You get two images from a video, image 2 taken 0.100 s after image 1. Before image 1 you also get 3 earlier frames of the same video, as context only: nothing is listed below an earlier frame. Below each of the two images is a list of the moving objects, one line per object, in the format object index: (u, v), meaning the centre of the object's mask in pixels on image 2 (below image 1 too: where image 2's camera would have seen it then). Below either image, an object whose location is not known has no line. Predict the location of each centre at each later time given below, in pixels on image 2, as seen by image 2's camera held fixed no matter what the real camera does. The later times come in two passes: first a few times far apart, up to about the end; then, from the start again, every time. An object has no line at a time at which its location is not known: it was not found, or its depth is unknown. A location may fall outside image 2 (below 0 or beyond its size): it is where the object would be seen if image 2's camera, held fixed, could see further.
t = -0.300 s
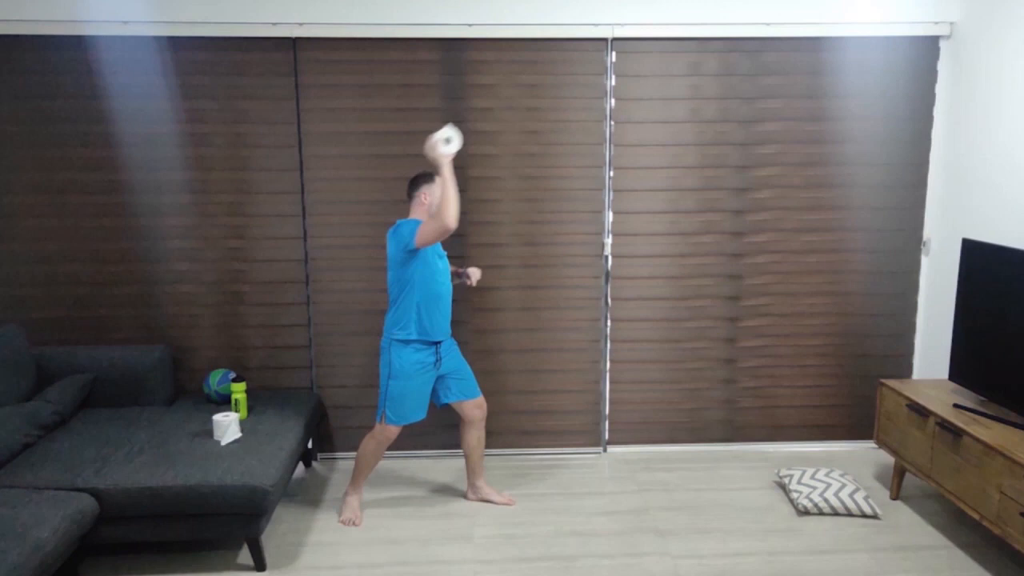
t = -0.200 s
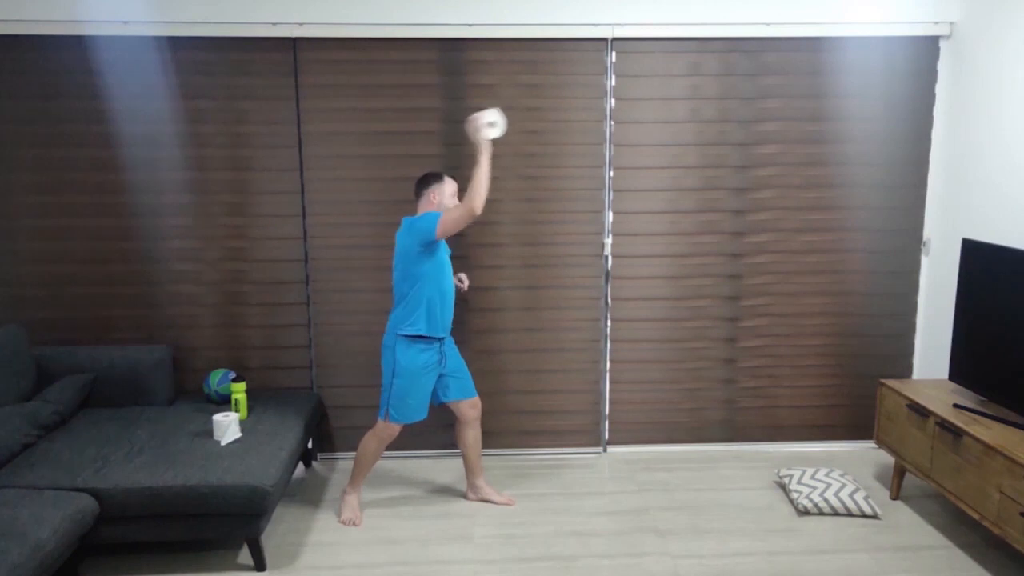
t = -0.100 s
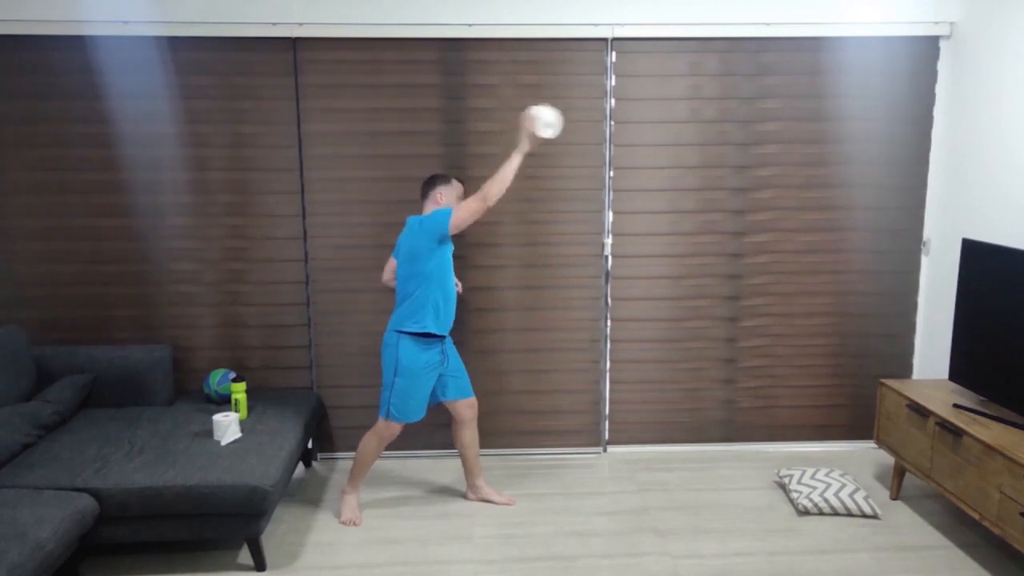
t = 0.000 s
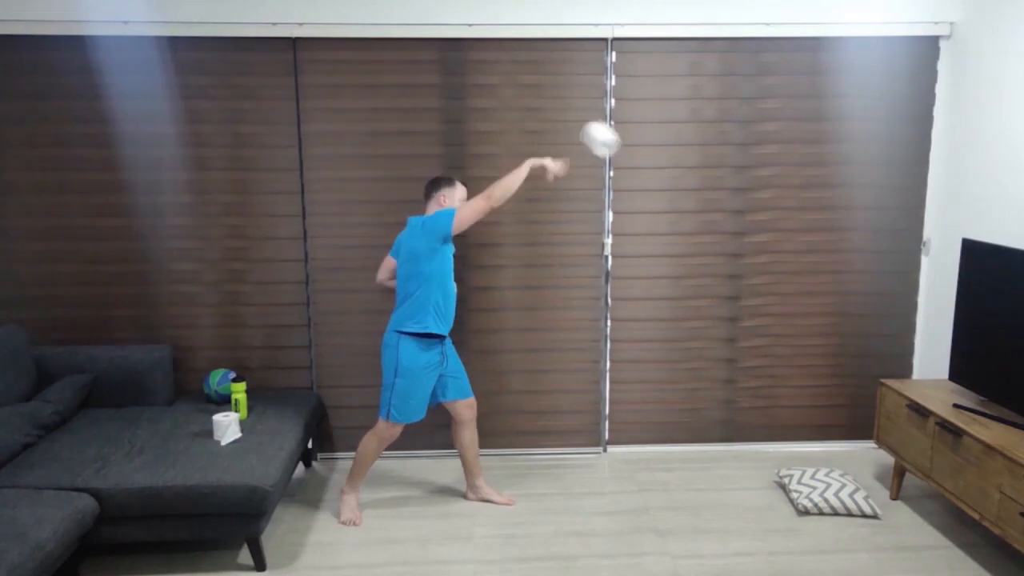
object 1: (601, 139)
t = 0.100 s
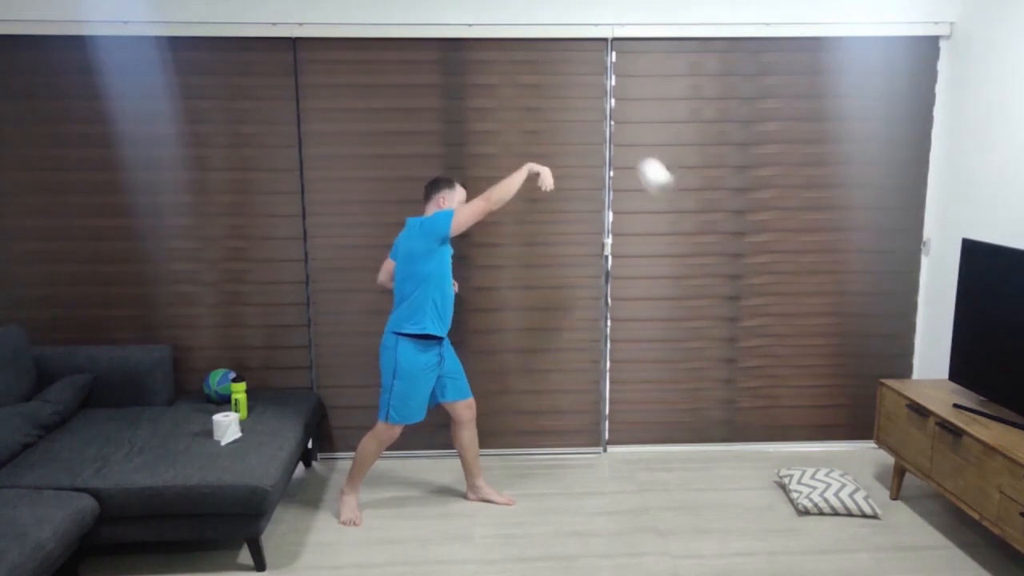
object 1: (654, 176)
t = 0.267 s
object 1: (735, 277)
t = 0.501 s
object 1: (829, 473)
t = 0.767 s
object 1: (878, 487)
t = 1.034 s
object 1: (919, 503)
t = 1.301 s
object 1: (939, 510)
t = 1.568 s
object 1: (939, 509)
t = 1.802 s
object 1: (939, 509)
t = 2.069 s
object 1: (940, 509)
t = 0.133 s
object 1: (671, 191)
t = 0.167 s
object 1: (689, 211)
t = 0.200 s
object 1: (706, 231)
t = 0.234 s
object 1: (720, 253)
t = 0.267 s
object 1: (735, 277)
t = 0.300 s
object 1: (750, 302)
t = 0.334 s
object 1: (764, 328)
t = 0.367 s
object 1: (778, 356)
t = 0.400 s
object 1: (791, 384)
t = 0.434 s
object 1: (804, 415)
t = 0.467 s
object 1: (816, 440)
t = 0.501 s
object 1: (829, 473)
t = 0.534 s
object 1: (836, 477)
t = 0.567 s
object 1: (840, 474)
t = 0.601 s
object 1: (847, 471)
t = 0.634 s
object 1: (853, 472)
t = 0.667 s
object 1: (860, 473)
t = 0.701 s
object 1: (867, 476)
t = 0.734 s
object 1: (873, 482)
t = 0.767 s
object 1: (878, 487)
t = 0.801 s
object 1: (885, 494)
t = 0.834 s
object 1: (890, 501)
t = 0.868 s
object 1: (895, 501)
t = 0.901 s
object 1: (901, 499)
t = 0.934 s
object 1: (907, 499)
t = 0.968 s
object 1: (912, 502)
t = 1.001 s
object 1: (917, 505)
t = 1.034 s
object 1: (919, 503)
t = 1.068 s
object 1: (922, 502)
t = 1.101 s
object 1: (925, 503)
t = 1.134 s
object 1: (927, 505)
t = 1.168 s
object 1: (931, 508)
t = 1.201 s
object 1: (934, 508)
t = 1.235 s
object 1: (936, 509)
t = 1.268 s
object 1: (938, 510)
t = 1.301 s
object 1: (939, 510)
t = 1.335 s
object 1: (939, 509)
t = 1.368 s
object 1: (939, 509)
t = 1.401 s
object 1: (939, 509)
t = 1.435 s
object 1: (939, 510)
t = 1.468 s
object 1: (939, 510)
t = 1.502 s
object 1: (939, 509)
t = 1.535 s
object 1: (939, 509)
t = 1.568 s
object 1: (939, 509)
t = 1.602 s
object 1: (939, 509)
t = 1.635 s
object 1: (939, 509)
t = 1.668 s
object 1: (939, 510)
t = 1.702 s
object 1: (939, 510)
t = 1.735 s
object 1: (939, 509)
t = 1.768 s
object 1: (939, 509)
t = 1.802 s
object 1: (939, 509)
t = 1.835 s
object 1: (939, 509)
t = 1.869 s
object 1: (939, 510)
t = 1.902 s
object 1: (939, 510)
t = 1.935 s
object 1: (939, 509)
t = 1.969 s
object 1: (939, 509)
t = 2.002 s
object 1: (939, 509)
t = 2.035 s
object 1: (939, 509)
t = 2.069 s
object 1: (940, 509)
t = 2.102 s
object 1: (940, 509)
